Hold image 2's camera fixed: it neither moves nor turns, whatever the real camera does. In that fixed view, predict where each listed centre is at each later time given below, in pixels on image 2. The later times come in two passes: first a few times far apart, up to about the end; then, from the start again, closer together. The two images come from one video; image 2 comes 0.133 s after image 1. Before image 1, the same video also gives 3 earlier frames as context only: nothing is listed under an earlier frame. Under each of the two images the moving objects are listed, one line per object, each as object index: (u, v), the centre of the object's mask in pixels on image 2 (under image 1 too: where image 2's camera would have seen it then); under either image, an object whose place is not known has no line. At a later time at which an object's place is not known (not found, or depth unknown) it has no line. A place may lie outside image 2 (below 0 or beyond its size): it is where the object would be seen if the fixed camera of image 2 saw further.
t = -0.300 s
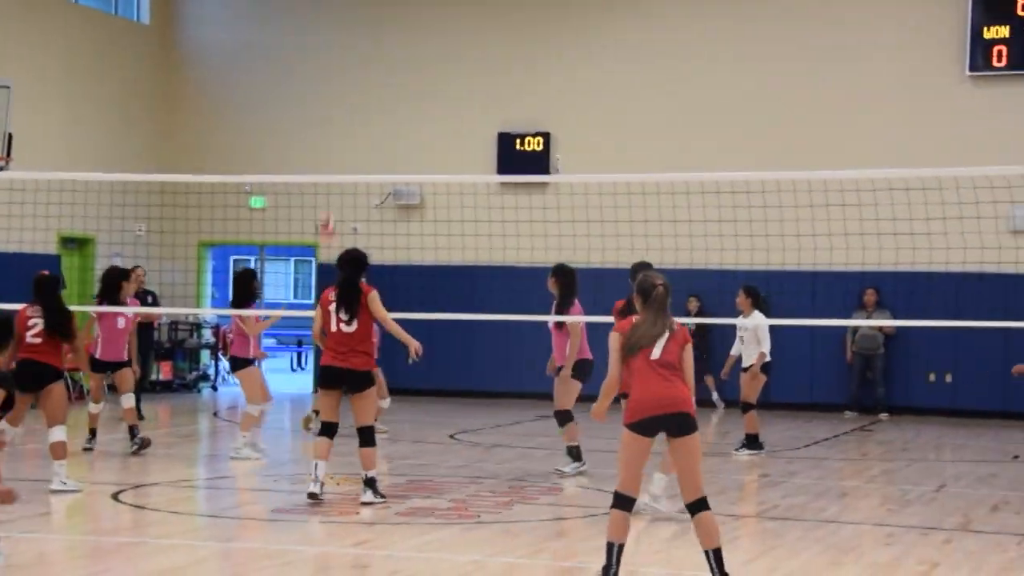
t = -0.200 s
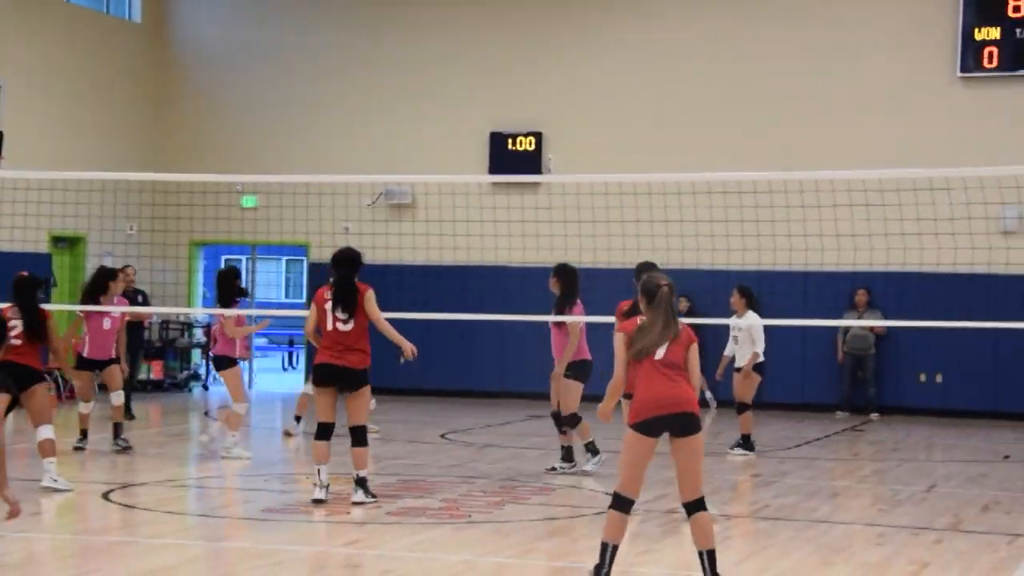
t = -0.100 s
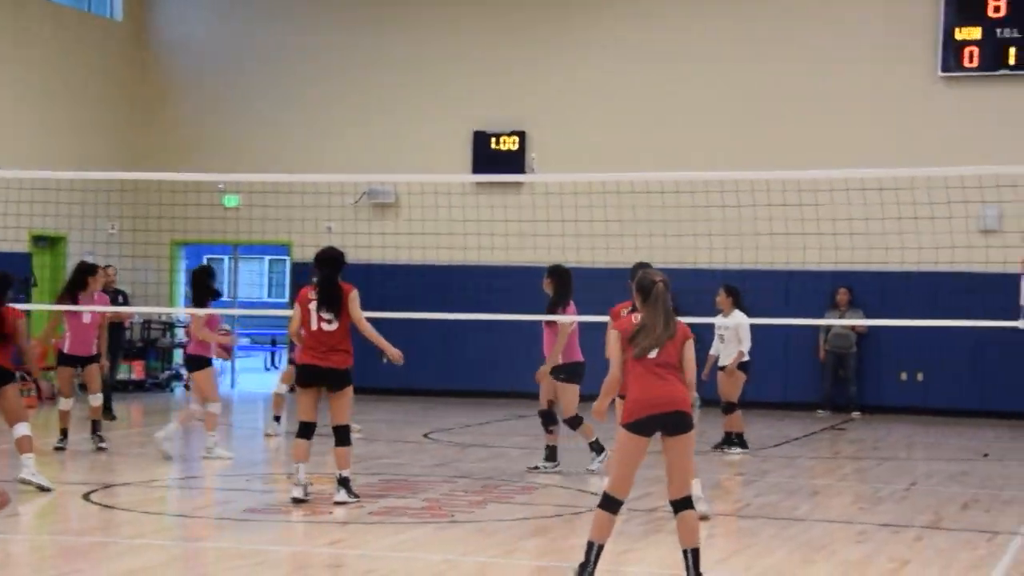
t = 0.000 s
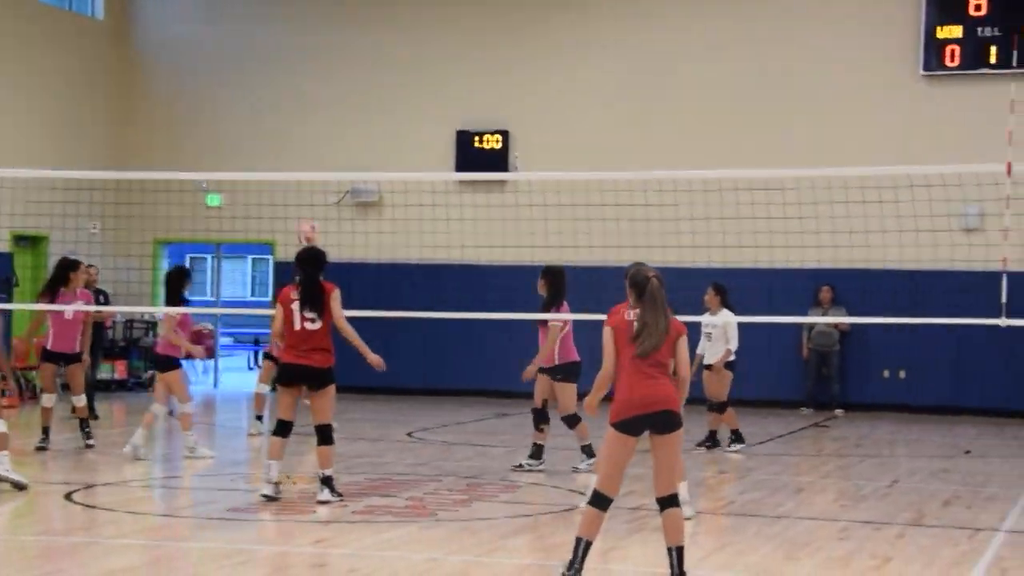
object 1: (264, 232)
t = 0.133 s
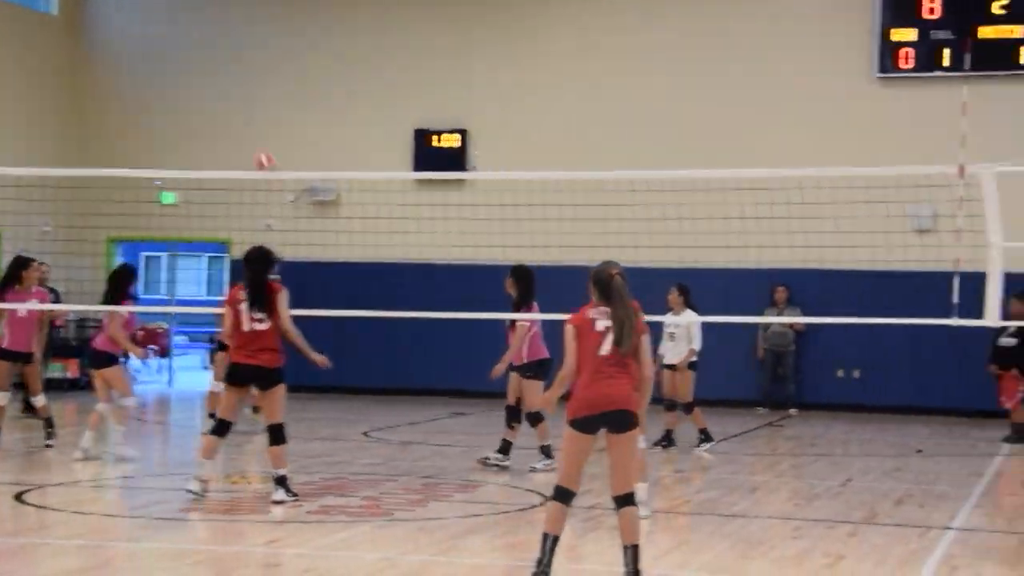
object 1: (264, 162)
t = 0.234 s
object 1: (268, 124)
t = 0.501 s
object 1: (269, 62)
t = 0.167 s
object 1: (266, 151)
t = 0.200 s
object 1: (268, 137)
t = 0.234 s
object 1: (268, 124)
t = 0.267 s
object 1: (267, 114)
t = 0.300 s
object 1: (267, 102)
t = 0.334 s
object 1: (268, 92)
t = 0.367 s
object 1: (268, 85)
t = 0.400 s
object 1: (269, 77)
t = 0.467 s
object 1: (269, 66)
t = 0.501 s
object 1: (269, 62)
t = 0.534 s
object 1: (270, 59)
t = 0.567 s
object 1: (270, 58)
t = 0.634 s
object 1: (271, 58)
